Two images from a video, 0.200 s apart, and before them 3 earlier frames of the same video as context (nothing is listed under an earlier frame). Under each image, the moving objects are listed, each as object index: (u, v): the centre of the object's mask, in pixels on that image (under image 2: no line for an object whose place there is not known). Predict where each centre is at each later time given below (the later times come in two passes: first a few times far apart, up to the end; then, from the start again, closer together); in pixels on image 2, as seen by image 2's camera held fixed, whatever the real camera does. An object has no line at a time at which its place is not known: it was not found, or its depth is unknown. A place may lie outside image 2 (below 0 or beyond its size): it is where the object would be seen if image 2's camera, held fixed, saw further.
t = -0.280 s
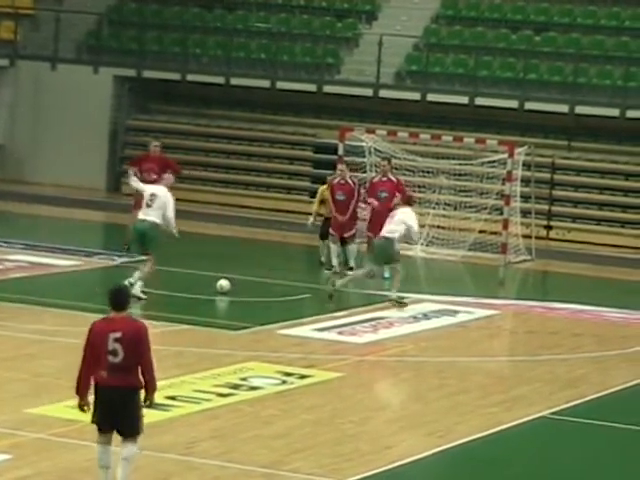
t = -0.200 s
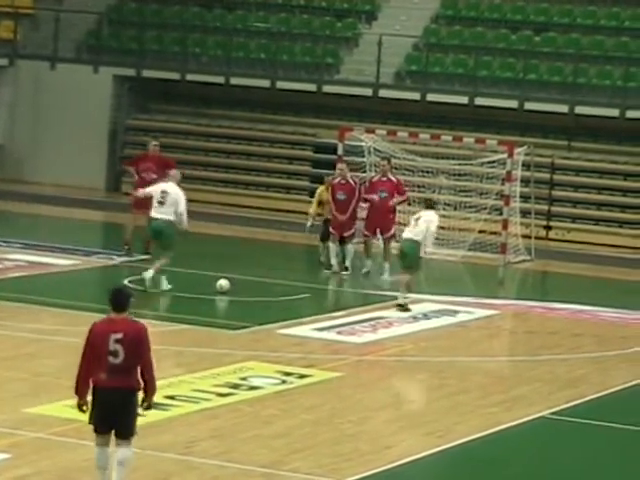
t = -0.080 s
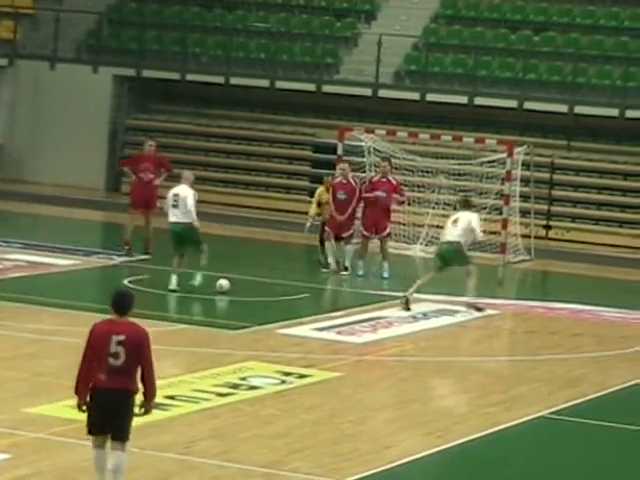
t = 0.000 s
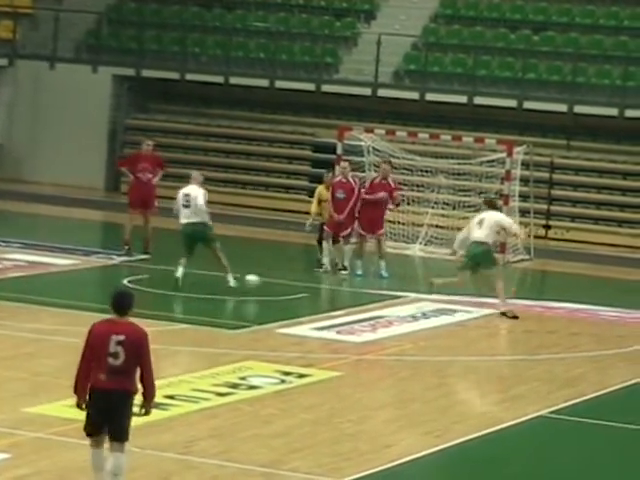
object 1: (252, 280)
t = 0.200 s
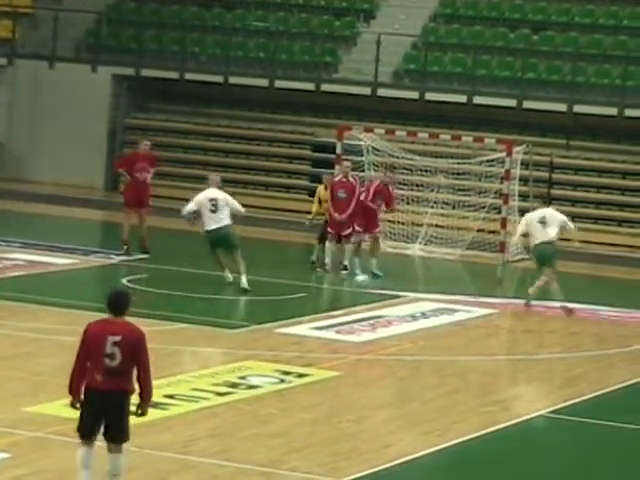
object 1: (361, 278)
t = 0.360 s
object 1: (440, 286)
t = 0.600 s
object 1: (537, 289)
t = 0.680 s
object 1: (563, 291)
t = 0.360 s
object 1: (440, 286)
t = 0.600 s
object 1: (537, 289)
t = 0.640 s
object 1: (551, 291)
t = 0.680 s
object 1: (563, 291)
